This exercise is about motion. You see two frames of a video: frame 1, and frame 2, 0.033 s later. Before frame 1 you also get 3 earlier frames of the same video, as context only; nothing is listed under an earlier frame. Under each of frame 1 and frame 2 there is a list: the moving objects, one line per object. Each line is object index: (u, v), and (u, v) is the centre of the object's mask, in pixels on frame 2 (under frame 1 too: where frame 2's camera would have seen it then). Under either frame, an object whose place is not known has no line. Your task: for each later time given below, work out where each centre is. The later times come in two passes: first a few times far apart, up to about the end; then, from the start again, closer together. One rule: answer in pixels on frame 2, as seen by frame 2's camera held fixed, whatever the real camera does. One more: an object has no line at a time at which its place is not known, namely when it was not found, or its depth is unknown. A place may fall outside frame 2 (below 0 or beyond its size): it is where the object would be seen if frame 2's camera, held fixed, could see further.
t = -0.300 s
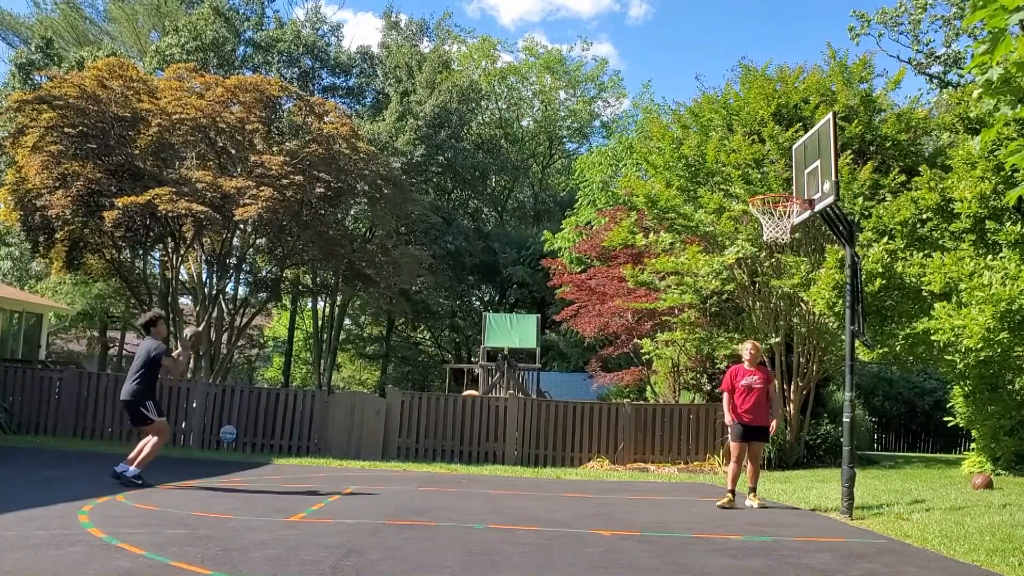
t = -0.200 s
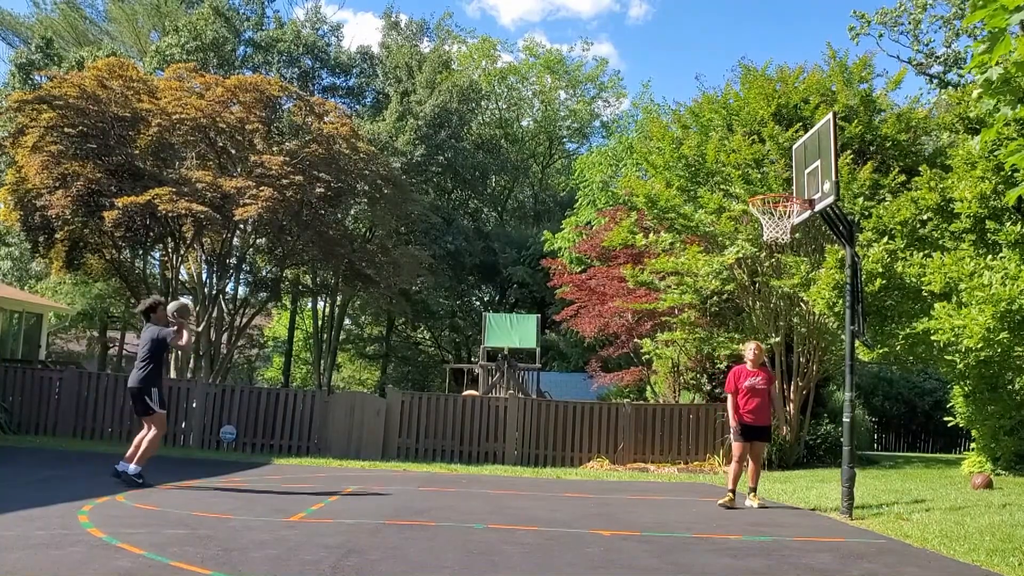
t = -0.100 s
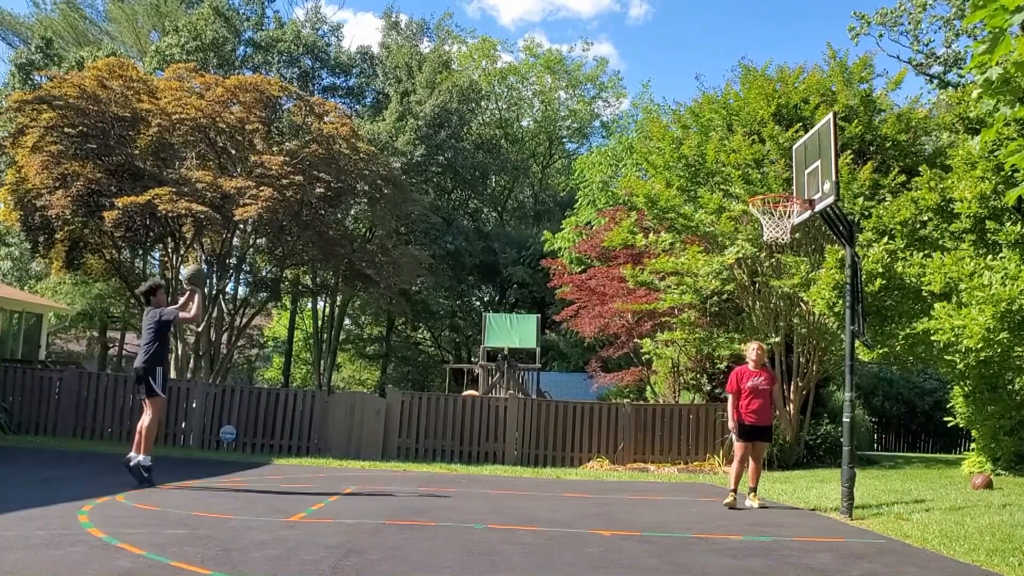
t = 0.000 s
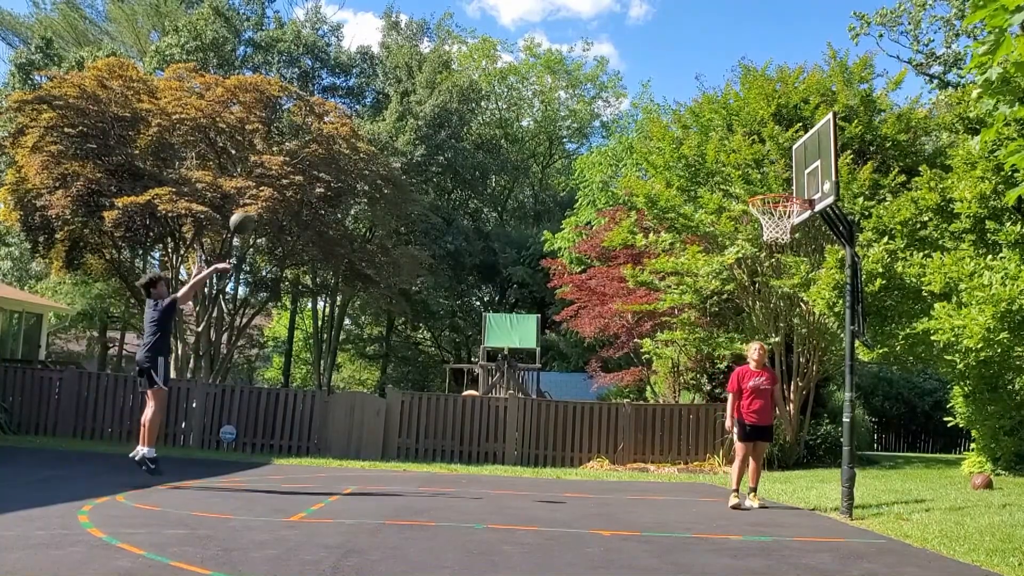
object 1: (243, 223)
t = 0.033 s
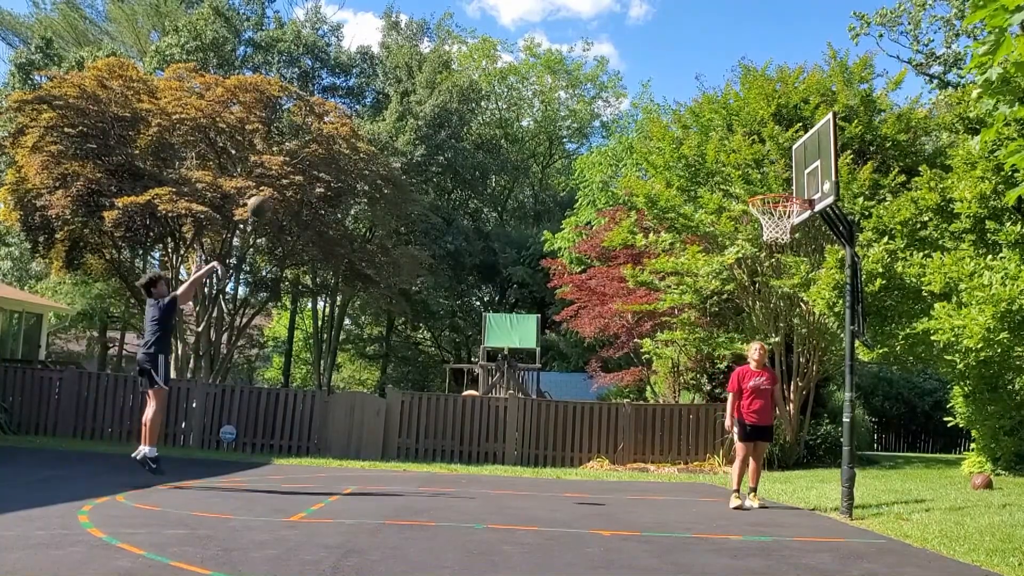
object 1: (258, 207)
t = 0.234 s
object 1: (362, 130)
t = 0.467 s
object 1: (478, 88)
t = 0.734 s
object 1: (607, 96)
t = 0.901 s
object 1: (687, 136)
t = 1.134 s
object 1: (793, 222)
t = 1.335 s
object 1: (816, 256)
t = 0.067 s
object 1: (275, 191)
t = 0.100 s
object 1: (295, 178)
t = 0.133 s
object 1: (312, 164)
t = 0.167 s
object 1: (329, 152)
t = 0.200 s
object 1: (346, 141)
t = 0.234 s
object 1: (362, 130)
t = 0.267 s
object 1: (379, 122)
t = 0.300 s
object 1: (396, 114)
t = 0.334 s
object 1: (412, 107)
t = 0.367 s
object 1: (429, 100)
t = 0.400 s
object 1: (445, 96)
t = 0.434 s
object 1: (462, 92)
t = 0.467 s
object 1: (478, 88)
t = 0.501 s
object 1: (494, 85)
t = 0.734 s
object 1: (607, 96)
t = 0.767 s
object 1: (623, 103)
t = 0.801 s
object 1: (638, 109)
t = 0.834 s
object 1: (655, 116)
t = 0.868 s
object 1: (671, 126)
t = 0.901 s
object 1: (687, 136)
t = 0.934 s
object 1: (703, 146)
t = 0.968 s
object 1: (719, 158)
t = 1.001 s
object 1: (736, 171)
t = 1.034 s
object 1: (752, 185)
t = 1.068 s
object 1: (767, 200)
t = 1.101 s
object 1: (784, 212)
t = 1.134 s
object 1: (793, 222)
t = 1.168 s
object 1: (797, 227)
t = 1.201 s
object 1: (799, 230)
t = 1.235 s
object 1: (804, 233)
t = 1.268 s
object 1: (806, 240)
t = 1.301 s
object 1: (812, 248)
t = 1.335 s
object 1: (816, 256)
